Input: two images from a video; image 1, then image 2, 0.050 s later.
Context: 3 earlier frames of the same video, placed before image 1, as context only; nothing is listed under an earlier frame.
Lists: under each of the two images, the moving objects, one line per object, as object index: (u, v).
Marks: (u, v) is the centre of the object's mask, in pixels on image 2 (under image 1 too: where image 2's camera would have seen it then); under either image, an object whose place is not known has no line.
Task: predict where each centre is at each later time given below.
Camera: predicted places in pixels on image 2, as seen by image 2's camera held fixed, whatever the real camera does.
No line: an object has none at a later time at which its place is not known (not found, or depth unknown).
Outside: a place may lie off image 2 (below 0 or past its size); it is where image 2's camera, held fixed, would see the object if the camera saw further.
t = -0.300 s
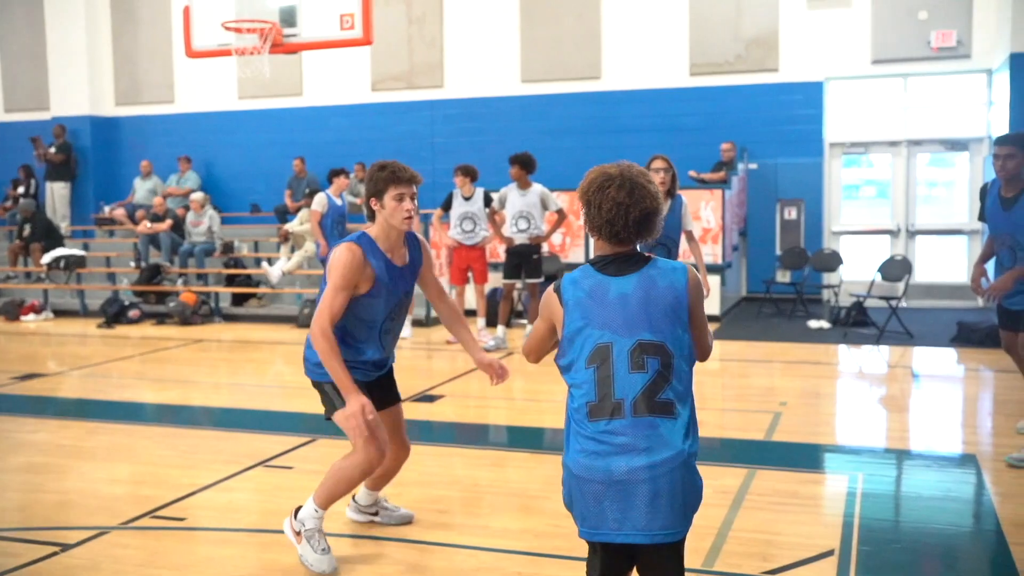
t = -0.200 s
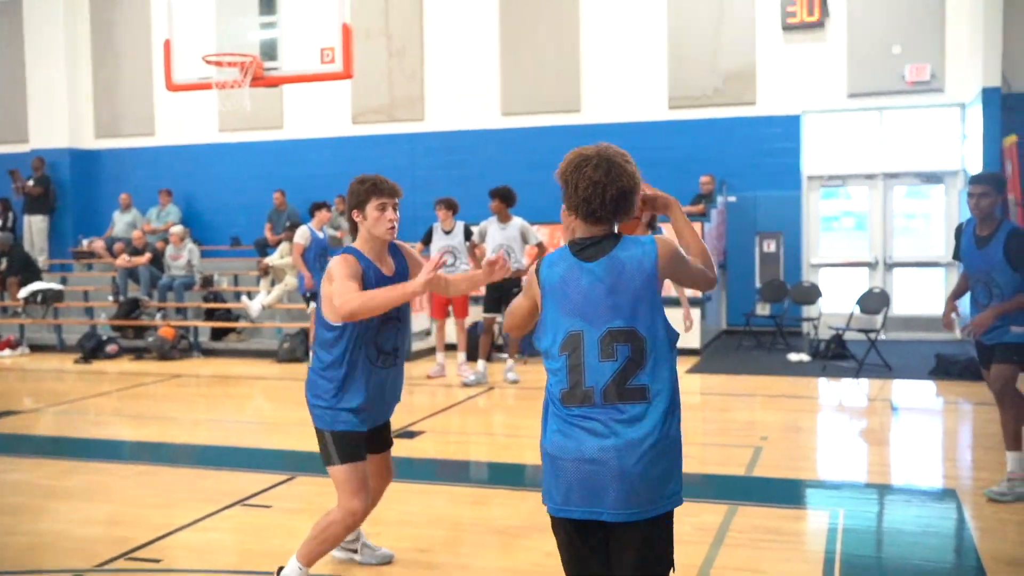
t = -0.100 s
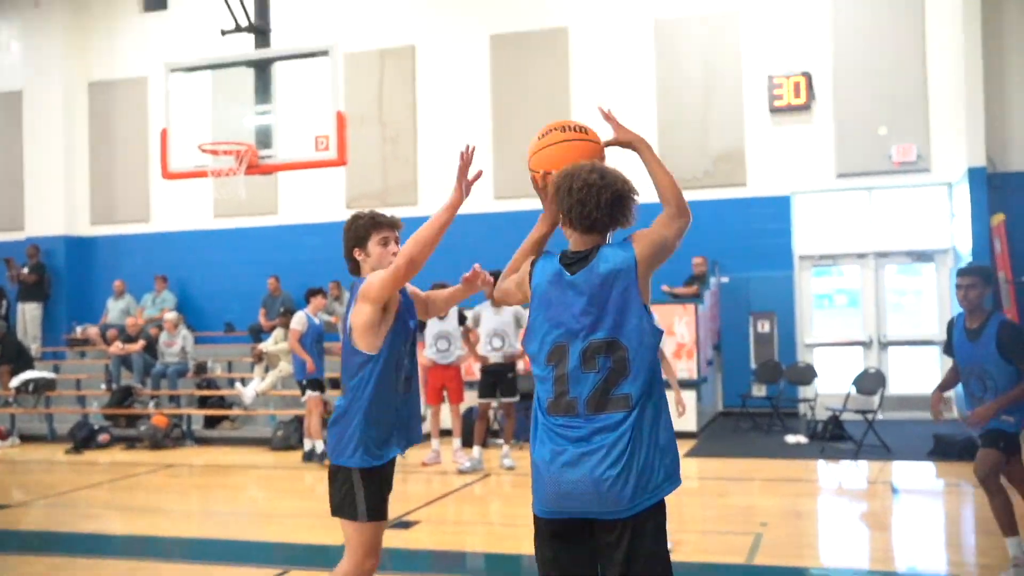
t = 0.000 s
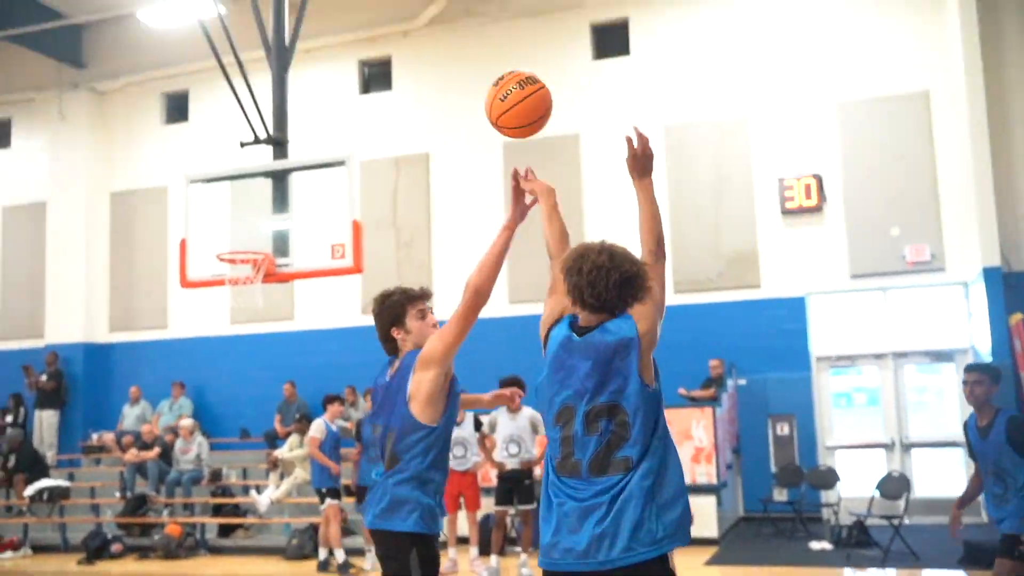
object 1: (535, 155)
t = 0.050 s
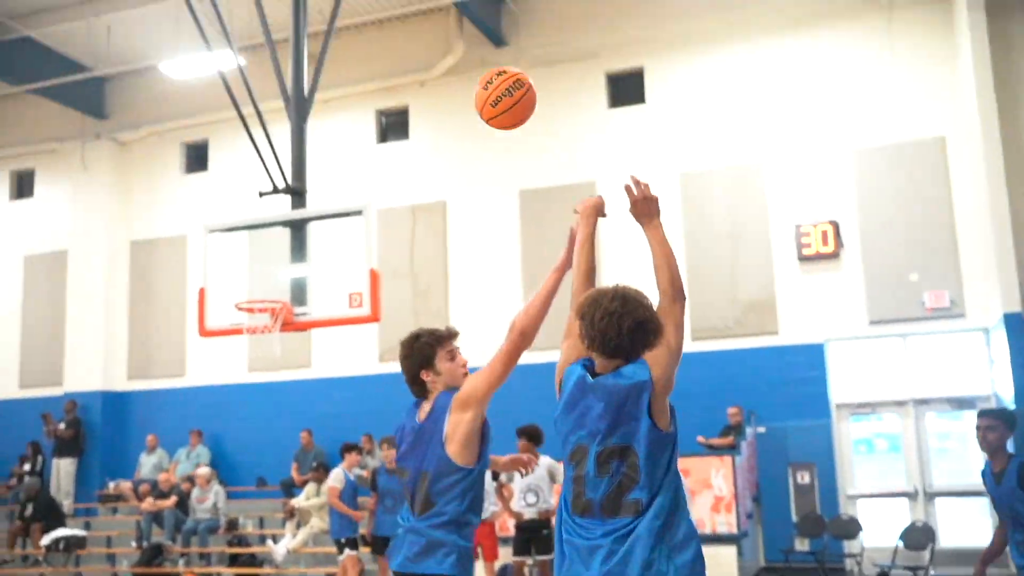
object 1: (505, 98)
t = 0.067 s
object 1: (496, 83)
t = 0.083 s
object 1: (488, 69)
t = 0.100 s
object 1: (480, 56)
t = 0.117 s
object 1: (472, 45)
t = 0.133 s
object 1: (464, 36)
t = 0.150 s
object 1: (457, 27)
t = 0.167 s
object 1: (449, 20)
